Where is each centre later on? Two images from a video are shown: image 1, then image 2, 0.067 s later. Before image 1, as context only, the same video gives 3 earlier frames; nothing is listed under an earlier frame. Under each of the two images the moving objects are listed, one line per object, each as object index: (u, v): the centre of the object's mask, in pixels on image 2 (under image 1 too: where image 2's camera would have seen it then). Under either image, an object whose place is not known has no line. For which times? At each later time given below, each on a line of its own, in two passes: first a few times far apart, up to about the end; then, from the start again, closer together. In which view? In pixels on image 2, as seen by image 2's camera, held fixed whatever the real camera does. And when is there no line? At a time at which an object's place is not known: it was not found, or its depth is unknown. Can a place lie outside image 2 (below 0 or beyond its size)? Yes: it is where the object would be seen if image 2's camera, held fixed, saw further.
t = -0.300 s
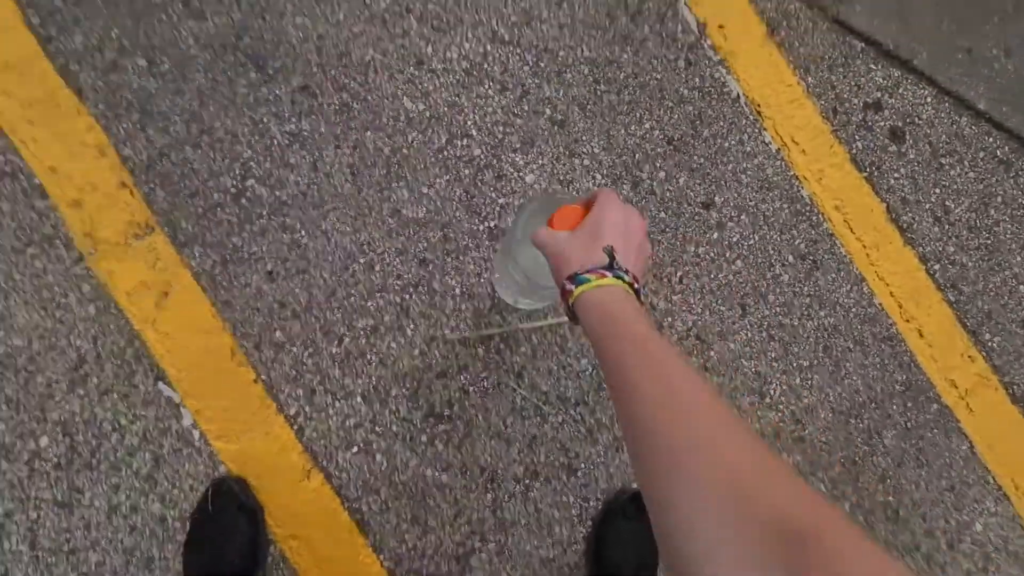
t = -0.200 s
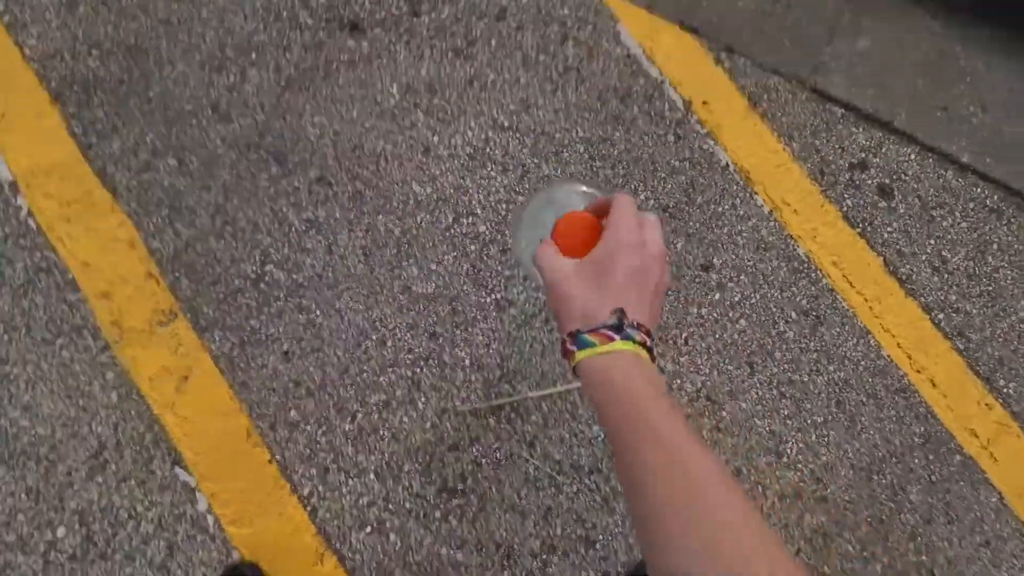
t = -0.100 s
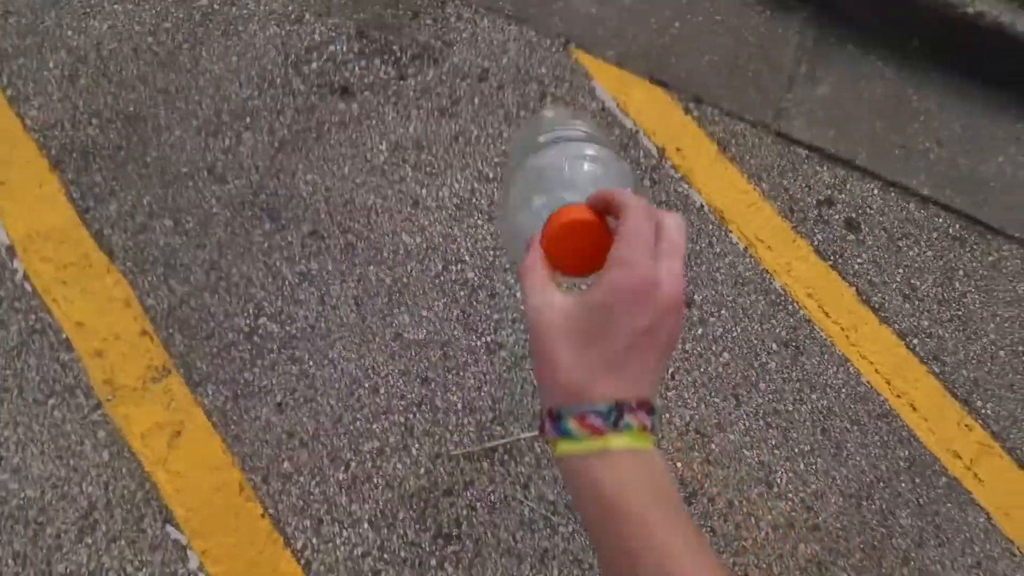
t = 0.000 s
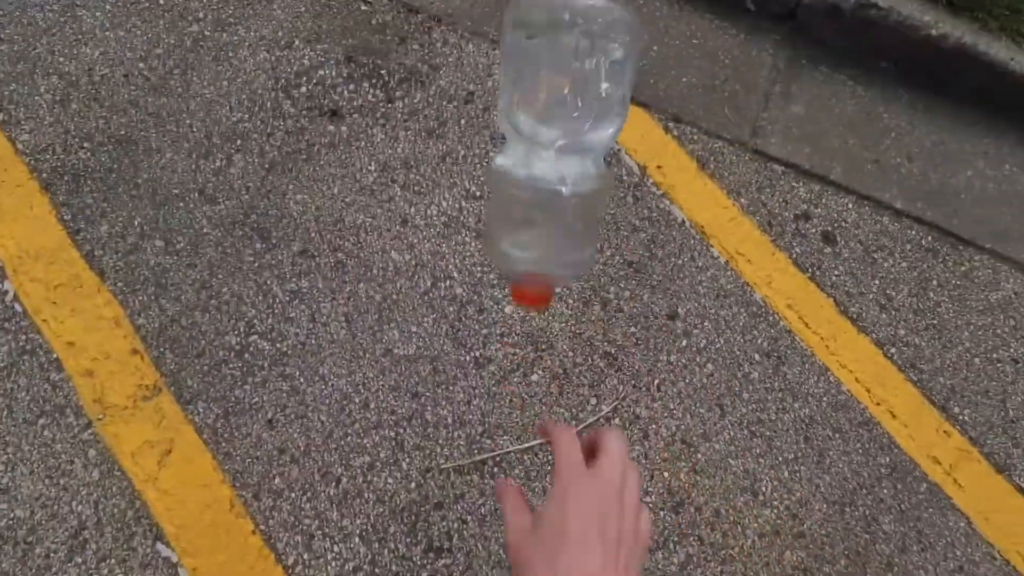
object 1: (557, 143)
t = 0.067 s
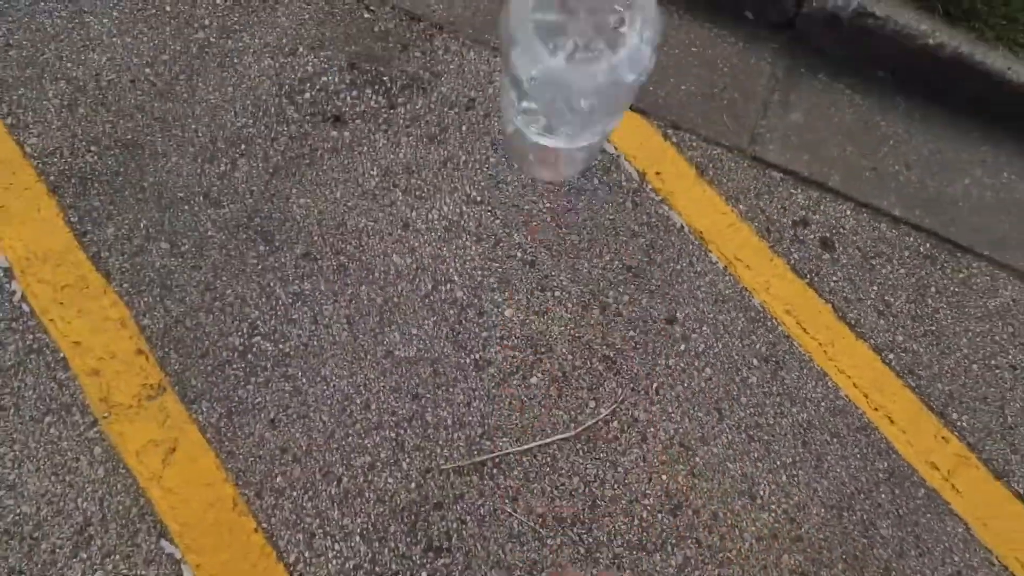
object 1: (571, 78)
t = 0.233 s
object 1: (544, 115)
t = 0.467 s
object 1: (499, 243)
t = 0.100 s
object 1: (574, 66)
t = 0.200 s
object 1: (551, 108)
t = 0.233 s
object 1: (544, 115)
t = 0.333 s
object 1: (520, 188)
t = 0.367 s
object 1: (511, 219)
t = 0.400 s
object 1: (506, 242)
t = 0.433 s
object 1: (501, 240)
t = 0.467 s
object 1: (499, 243)
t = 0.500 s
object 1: (498, 247)
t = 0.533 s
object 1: (496, 251)
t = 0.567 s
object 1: (494, 255)
